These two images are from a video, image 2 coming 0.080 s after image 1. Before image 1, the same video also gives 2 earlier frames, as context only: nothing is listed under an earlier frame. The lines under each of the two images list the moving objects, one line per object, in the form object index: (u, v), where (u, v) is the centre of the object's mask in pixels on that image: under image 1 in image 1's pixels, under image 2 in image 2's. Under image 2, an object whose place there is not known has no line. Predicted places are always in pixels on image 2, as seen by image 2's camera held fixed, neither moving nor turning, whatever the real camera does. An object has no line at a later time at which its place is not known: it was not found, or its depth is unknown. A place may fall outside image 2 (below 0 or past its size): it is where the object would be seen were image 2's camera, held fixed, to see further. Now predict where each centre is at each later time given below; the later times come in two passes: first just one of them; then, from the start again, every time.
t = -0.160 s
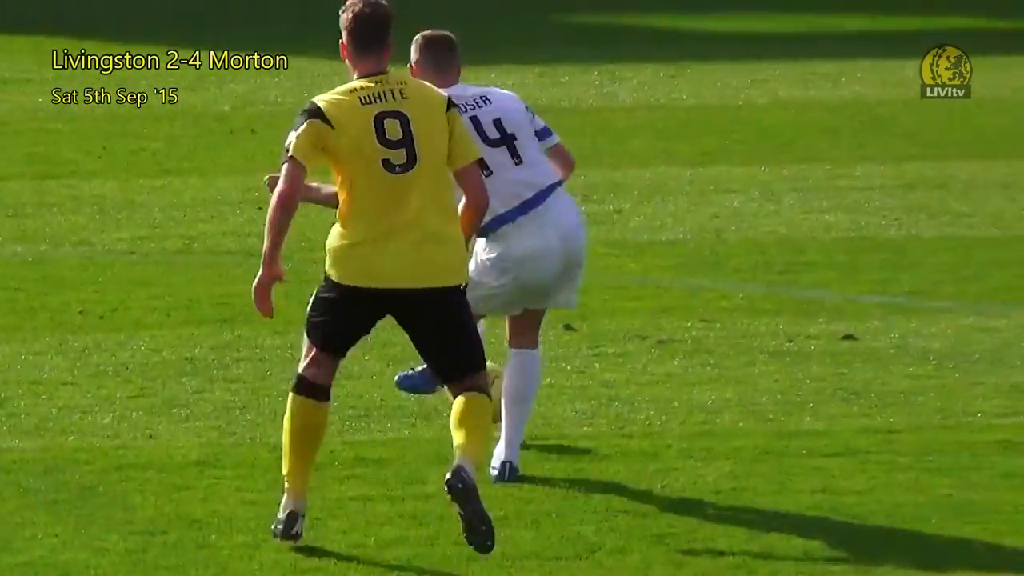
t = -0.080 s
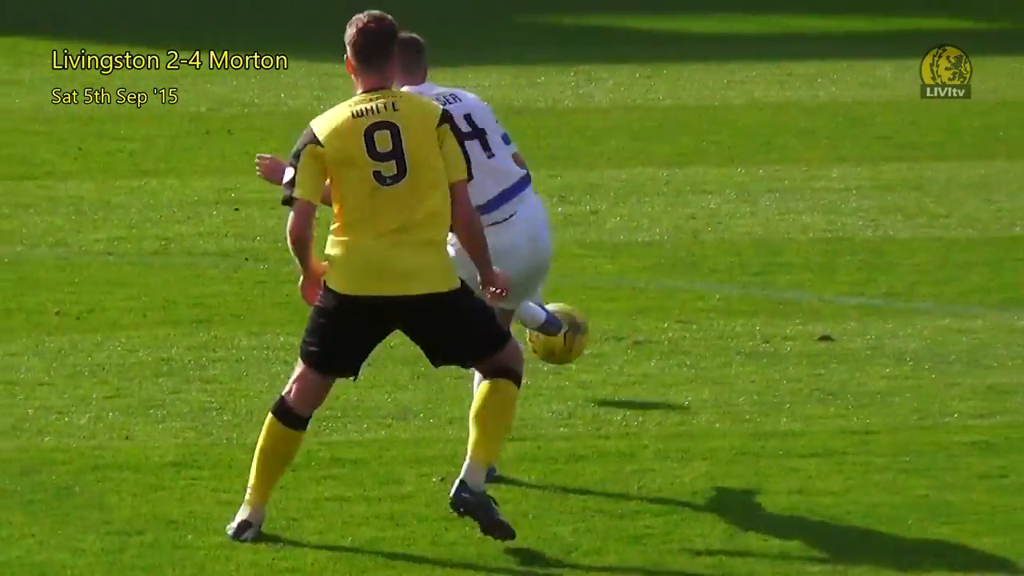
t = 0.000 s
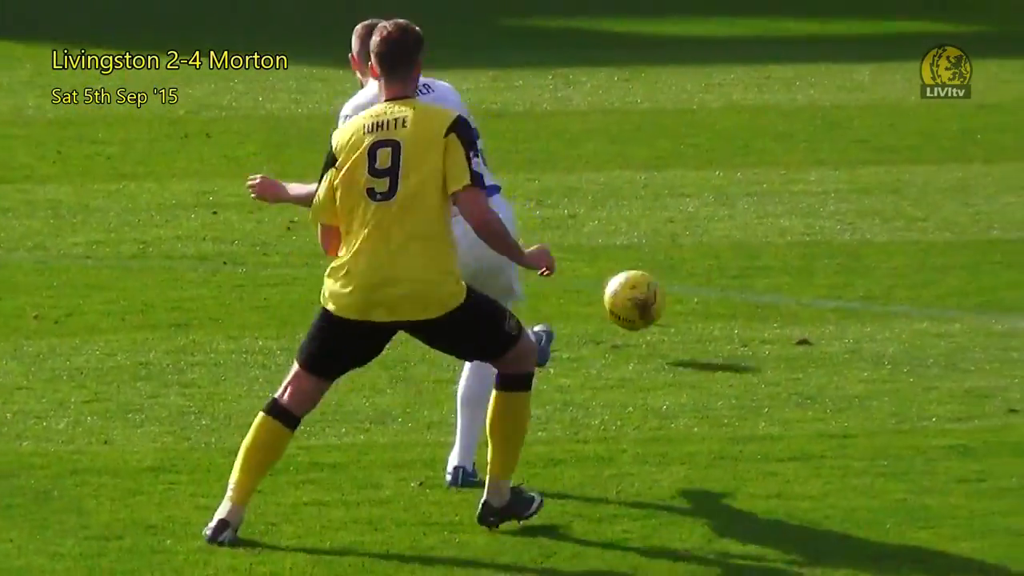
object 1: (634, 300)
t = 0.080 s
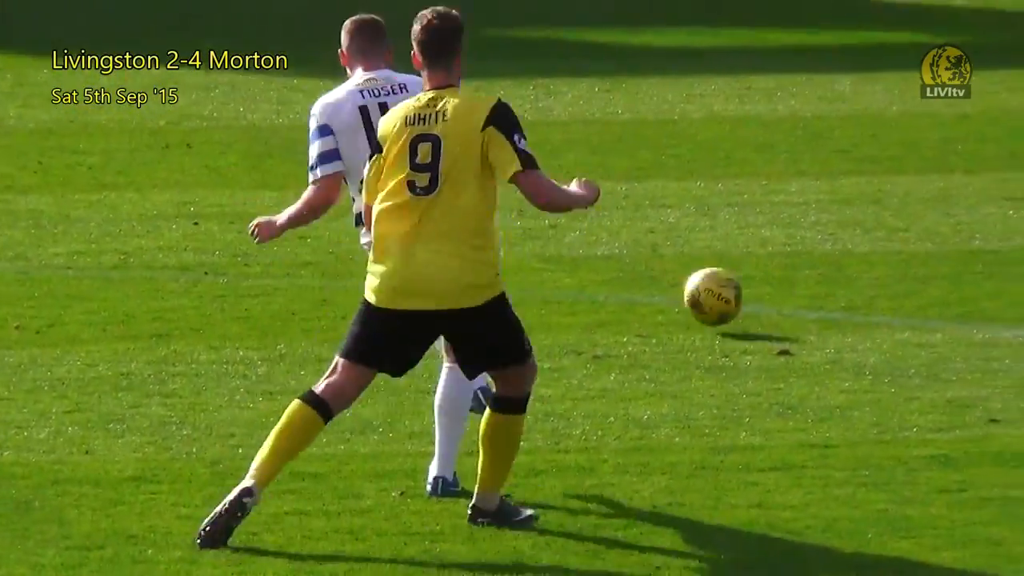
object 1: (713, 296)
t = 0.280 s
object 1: (924, 215)
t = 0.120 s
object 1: (759, 293)
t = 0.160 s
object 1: (800, 266)
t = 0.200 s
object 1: (843, 244)
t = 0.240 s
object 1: (883, 227)
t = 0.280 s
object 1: (924, 215)
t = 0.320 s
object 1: (966, 210)
